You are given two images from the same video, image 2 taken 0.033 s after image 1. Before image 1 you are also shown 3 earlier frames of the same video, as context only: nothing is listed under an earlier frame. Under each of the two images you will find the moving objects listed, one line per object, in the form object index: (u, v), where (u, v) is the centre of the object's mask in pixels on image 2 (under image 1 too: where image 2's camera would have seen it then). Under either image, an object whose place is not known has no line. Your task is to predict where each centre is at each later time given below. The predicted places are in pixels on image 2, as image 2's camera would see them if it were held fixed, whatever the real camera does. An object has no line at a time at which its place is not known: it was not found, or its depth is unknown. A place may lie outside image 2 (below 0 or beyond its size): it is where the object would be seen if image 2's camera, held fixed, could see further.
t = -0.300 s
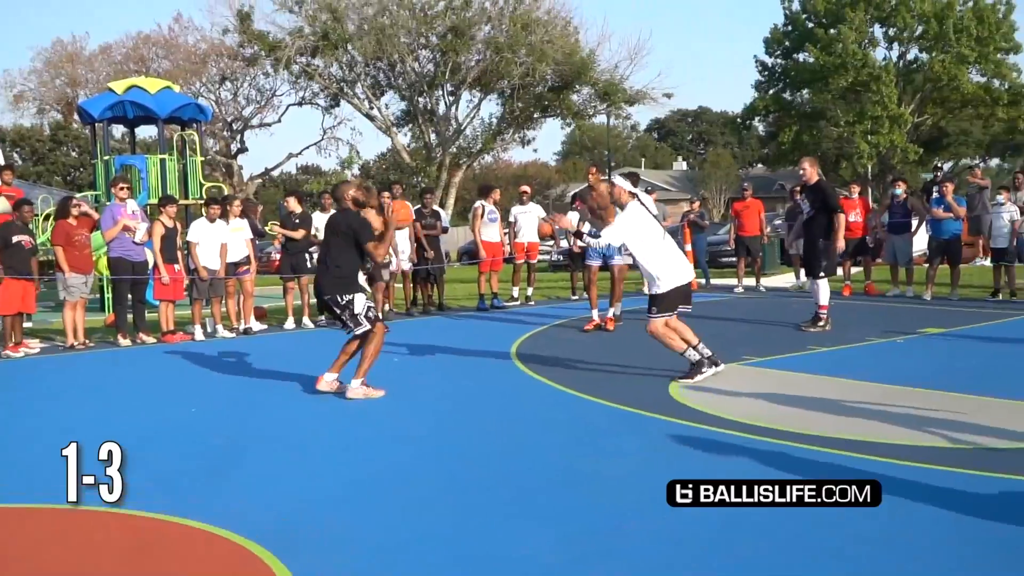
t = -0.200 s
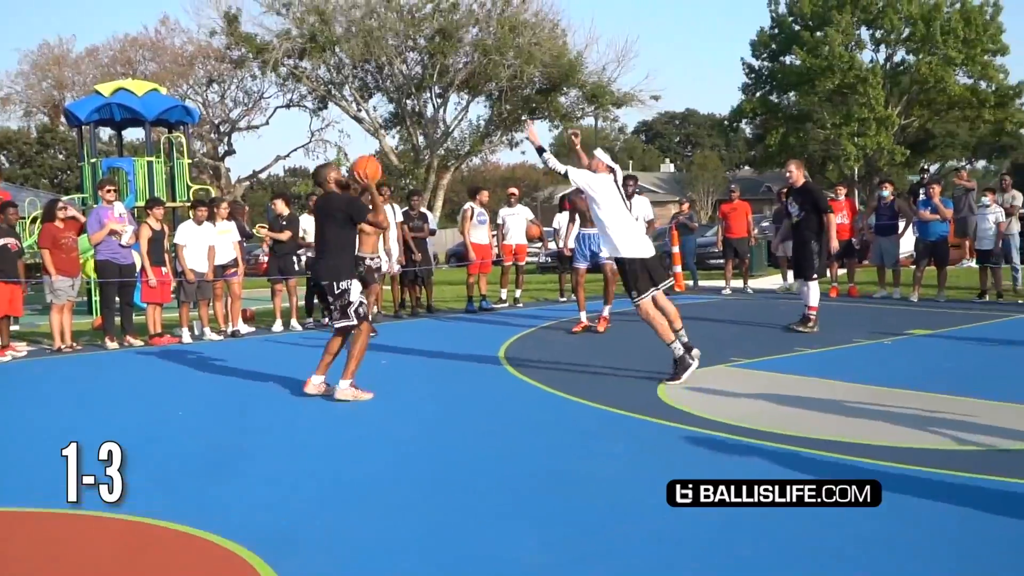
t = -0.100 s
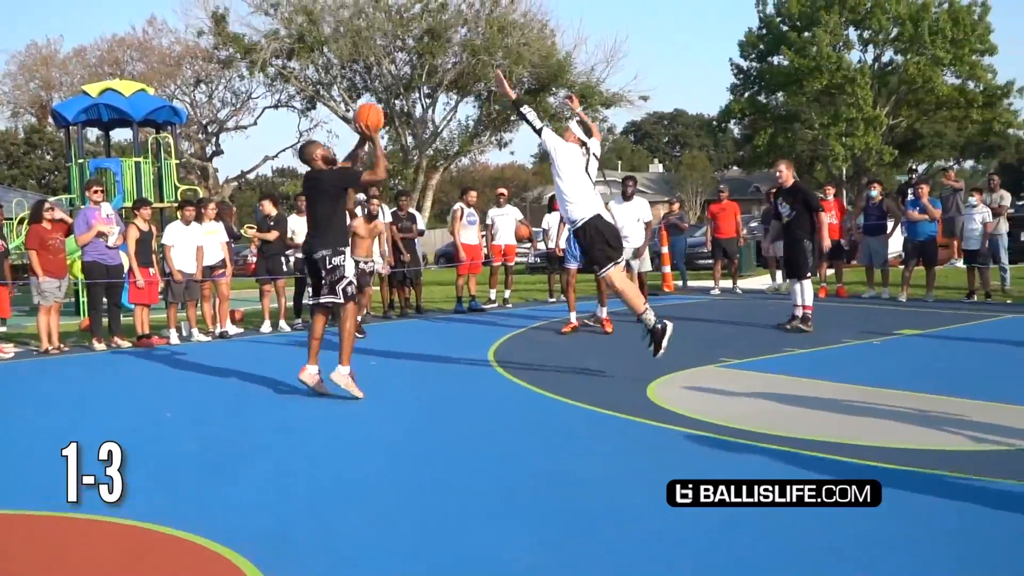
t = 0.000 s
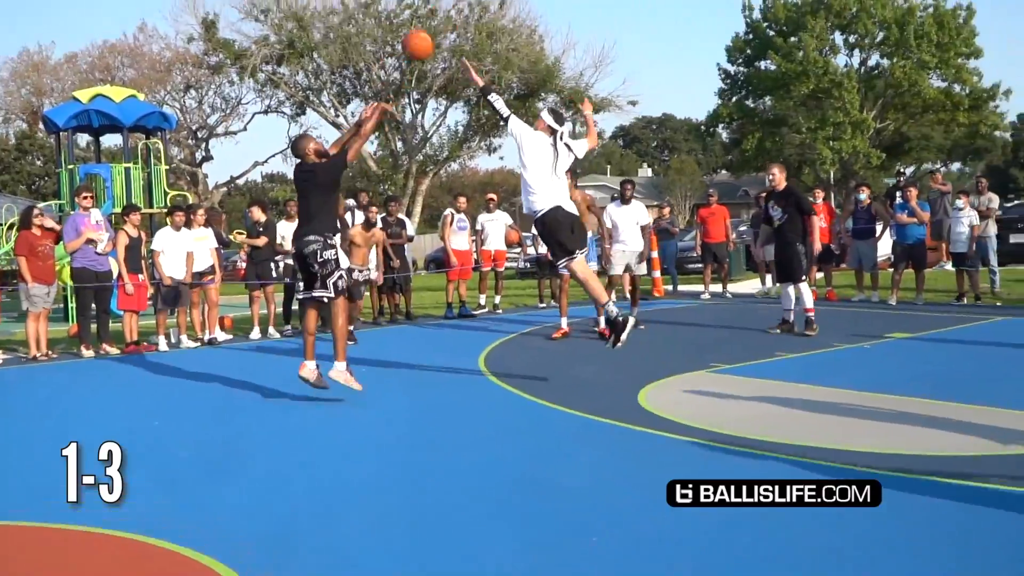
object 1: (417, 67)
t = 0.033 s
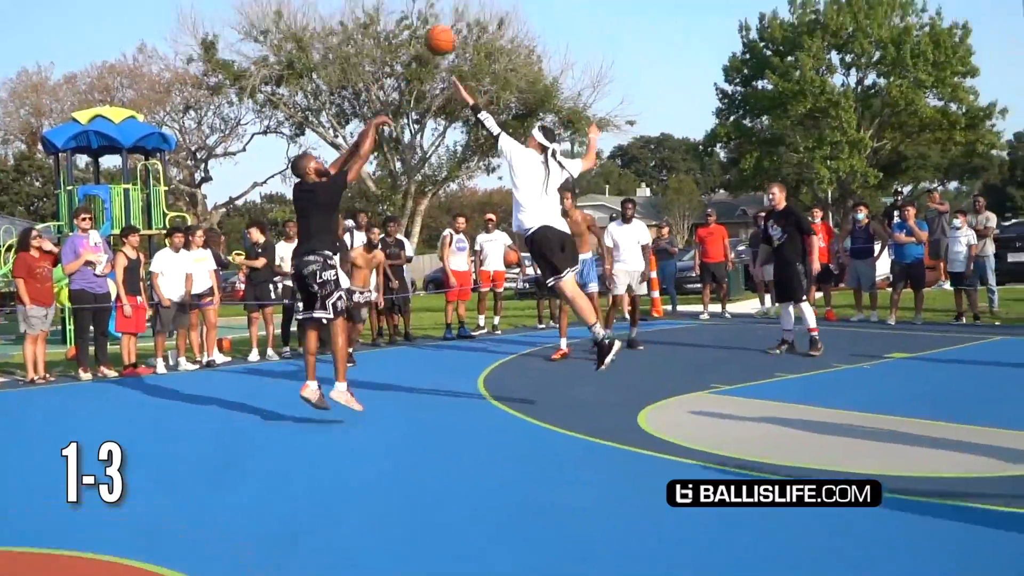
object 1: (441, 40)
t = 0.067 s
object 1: (464, 14)
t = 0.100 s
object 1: (487, -9)
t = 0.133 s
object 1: (510, -32)
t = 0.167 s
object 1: (534, -50)
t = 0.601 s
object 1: (820, -163)
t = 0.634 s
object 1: (838, -161)
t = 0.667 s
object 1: (857, -160)
